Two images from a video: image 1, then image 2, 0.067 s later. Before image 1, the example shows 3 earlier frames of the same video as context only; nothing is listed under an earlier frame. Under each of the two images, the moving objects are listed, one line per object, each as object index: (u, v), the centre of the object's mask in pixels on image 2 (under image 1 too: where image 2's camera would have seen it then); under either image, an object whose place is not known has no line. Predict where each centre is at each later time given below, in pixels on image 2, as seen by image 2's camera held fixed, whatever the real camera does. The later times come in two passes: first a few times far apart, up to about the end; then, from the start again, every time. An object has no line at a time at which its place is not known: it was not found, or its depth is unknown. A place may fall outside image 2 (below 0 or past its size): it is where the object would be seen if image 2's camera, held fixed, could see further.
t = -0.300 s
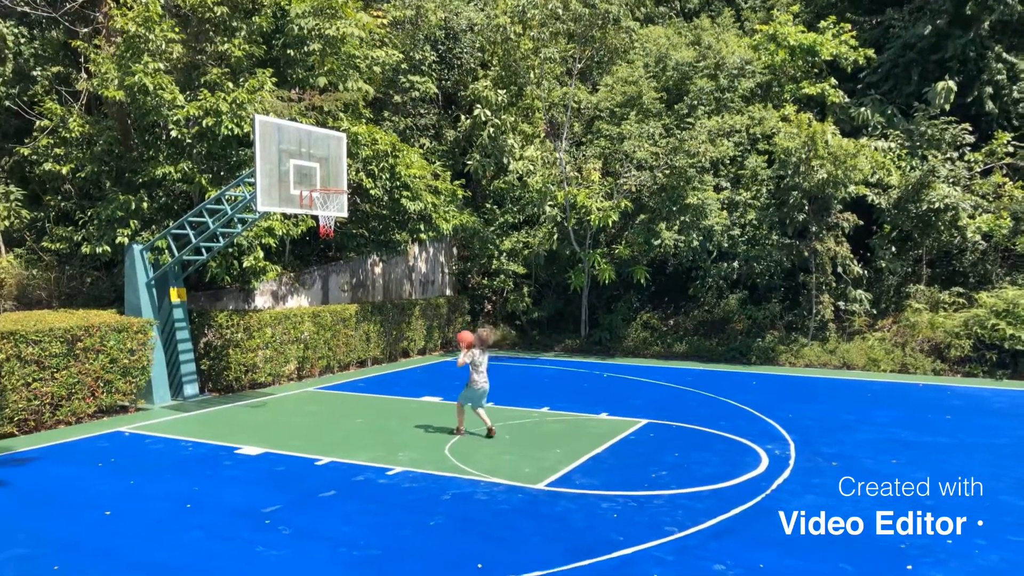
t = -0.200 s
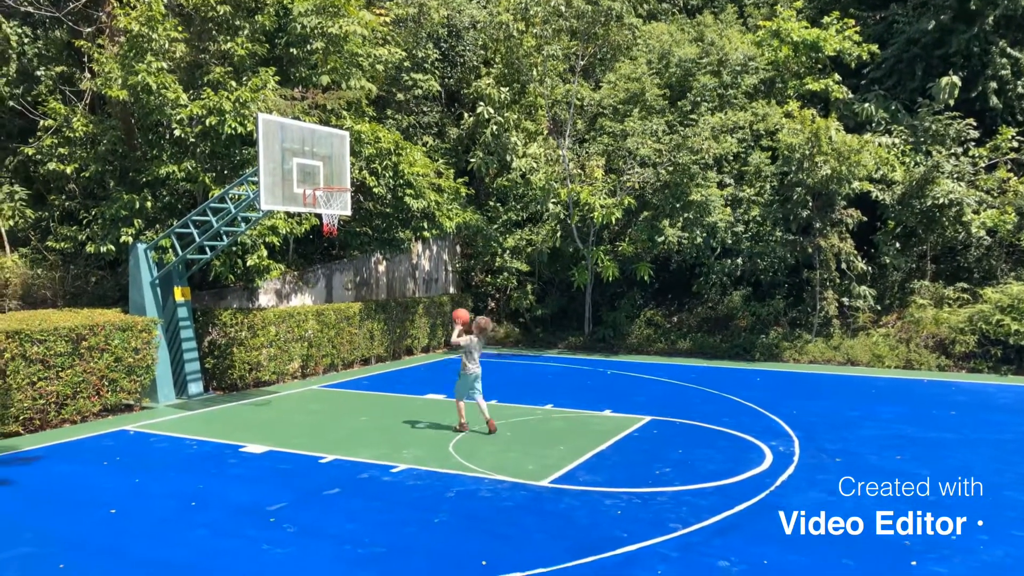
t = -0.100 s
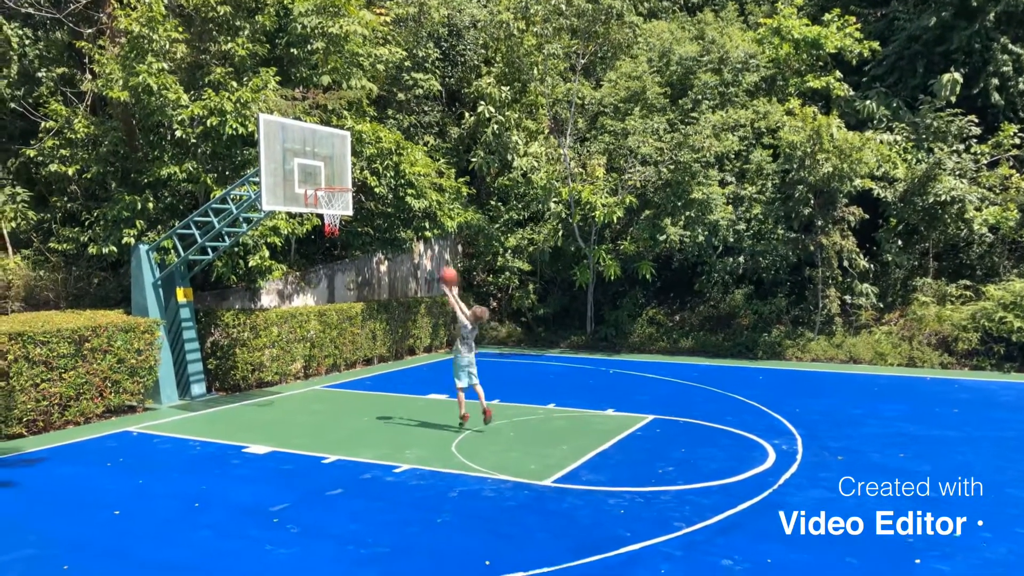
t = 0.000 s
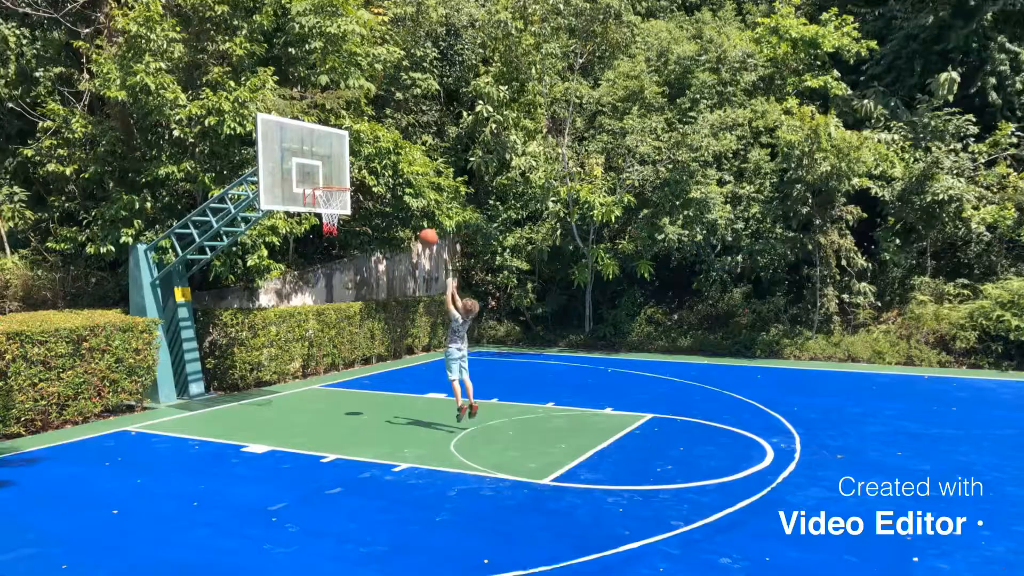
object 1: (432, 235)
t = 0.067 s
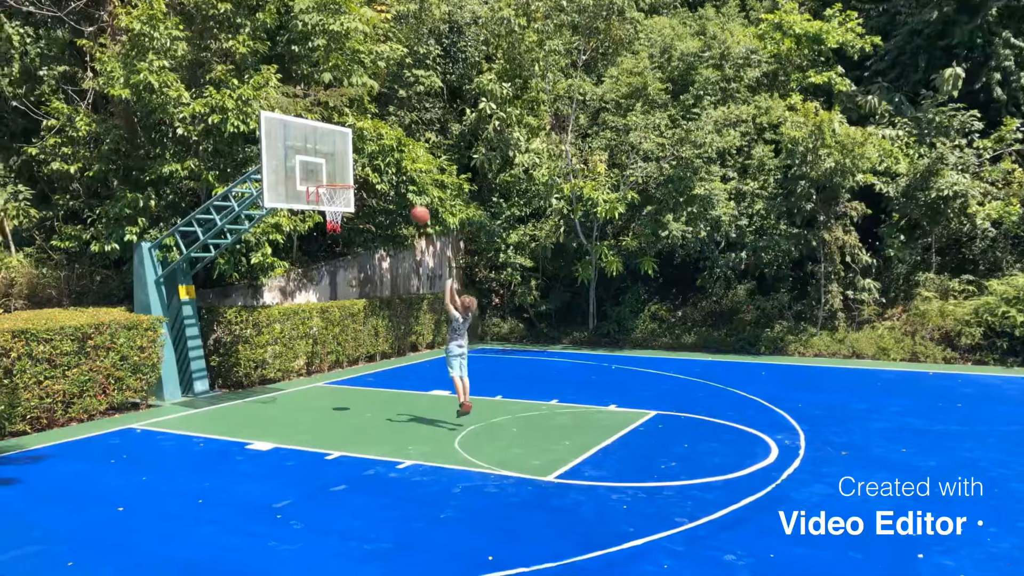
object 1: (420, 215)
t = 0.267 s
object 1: (386, 175)
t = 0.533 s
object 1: (342, 169)
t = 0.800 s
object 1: (337, 185)
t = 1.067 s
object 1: (329, 195)
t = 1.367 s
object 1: (323, 224)
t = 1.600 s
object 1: (325, 281)
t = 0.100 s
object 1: (414, 205)
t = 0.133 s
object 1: (408, 198)
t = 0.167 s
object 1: (403, 192)
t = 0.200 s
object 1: (398, 185)
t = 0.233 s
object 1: (391, 180)
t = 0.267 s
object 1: (386, 175)
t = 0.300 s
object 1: (380, 172)
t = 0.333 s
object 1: (374, 168)
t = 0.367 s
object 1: (369, 166)
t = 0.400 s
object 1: (364, 165)
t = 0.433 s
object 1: (359, 165)
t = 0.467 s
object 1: (353, 166)
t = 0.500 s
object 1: (348, 167)
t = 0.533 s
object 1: (342, 169)
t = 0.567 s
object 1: (336, 173)
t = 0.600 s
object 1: (333, 175)
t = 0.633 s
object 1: (328, 182)
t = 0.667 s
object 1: (328, 182)
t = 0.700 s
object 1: (328, 182)
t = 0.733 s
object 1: (329, 184)
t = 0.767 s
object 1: (334, 184)
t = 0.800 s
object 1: (337, 185)
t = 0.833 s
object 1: (342, 185)
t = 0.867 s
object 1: (343, 186)
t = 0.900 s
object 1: (343, 185)
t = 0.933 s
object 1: (342, 187)
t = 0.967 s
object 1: (340, 189)
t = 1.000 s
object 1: (335, 190)
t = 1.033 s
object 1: (334, 192)
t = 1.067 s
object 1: (329, 195)
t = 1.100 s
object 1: (327, 198)
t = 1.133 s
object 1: (324, 201)
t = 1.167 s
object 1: (321, 203)
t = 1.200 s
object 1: (322, 206)
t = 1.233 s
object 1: (323, 213)
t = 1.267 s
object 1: (322, 215)
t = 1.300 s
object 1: (323, 218)
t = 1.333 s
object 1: (322, 220)
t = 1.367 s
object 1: (323, 224)
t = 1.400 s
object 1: (323, 231)
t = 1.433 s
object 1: (324, 238)
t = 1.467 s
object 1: (324, 245)
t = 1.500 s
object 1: (325, 253)
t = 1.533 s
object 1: (325, 262)
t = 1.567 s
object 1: (325, 271)
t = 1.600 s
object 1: (325, 281)
